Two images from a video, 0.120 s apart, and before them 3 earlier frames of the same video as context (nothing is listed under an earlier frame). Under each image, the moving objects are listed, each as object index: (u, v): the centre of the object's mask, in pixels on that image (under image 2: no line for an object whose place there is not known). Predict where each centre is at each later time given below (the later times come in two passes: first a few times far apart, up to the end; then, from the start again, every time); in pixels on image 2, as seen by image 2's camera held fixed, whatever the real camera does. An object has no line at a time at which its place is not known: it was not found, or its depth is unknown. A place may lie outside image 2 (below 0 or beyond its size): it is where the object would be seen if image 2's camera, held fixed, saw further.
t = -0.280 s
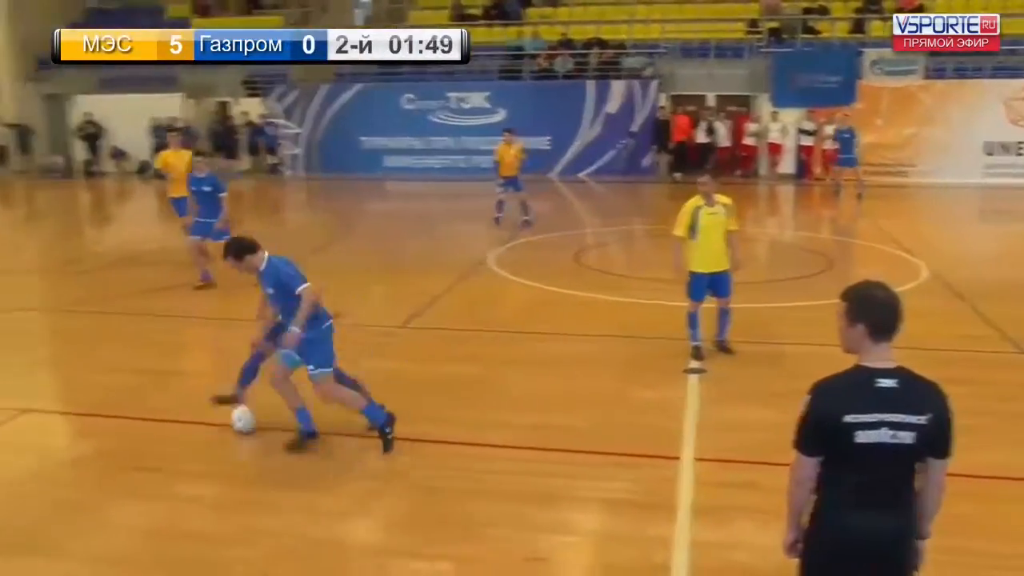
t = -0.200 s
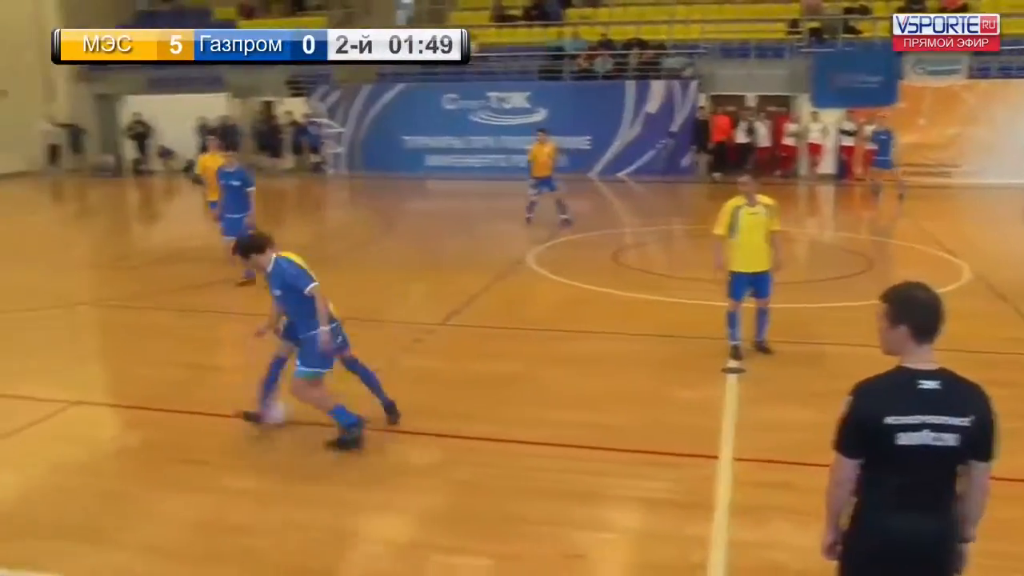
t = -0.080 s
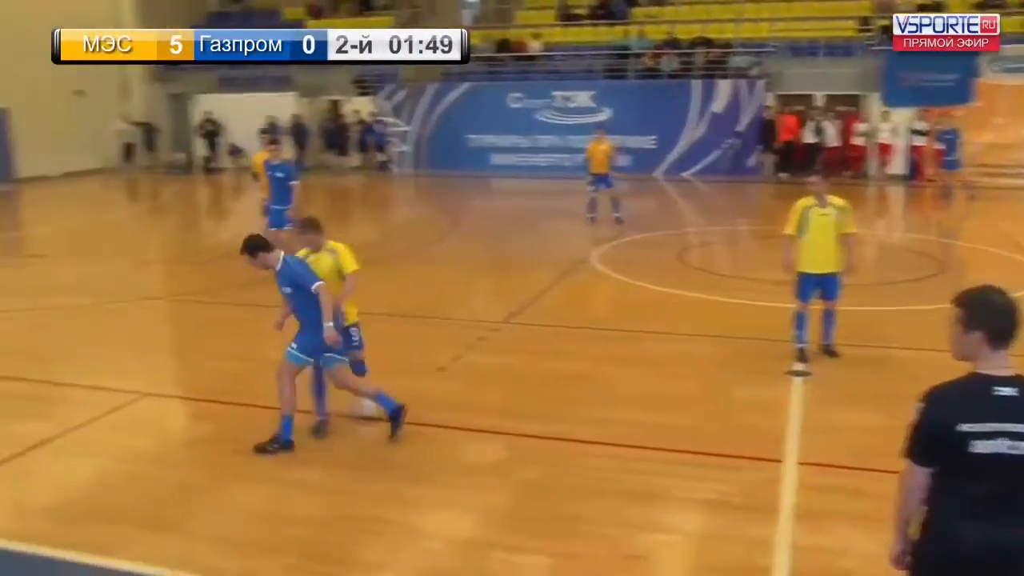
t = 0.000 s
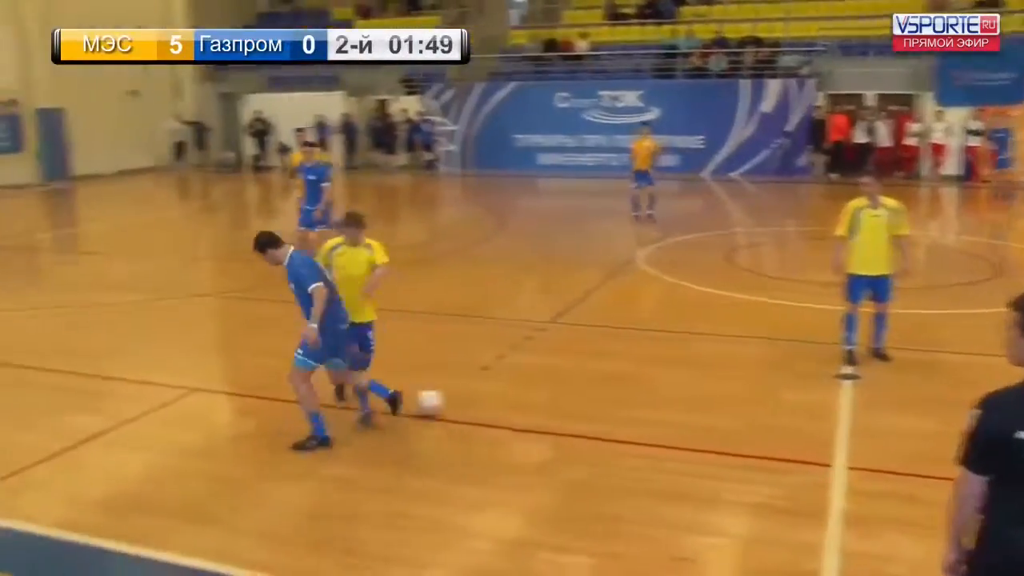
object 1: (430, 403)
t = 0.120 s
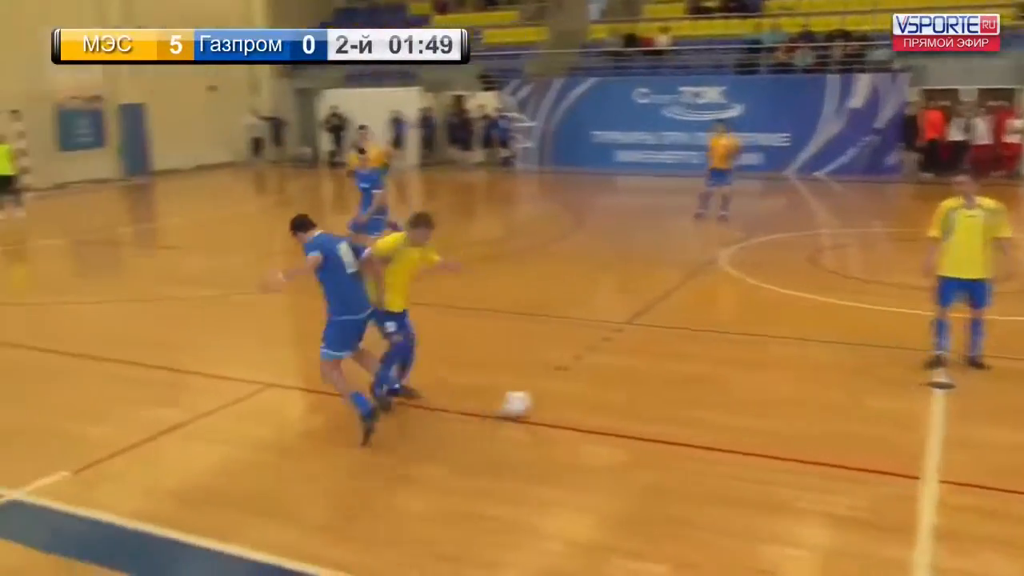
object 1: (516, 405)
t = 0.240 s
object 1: (530, 404)
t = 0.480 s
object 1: (550, 406)
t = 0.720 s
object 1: (572, 408)
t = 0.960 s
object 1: (592, 408)
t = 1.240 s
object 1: (616, 410)
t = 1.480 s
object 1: (638, 412)
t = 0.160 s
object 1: (521, 405)
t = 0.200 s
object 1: (526, 405)
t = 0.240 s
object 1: (530, 404)
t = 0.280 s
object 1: (534, 405)
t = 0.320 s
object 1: (538, 405)
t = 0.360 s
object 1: (541, 405)
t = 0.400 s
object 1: (544, 405)
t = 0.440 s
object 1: (547, 406)
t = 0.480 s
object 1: (550, 406)
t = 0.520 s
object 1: (552, 406)
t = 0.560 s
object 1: (556, 406)
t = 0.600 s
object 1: (561, 406)
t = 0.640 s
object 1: (564, 406)
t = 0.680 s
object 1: (568, 407)
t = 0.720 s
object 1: (572, 408)
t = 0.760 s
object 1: (575, 408)
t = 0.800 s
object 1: (577, 408)
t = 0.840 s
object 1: (581, 407)
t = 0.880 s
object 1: (584, 408)
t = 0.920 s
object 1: (588, 408)
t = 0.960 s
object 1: (592, 408)
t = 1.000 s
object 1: (596, 409)
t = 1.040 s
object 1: (599, 410)
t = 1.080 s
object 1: (603, 410)
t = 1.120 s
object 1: (606, 410)
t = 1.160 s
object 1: (610, 410)
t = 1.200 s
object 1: (612, 410)
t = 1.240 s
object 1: (616, 410)
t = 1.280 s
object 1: (620, 410)
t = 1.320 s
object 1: (625, 411)
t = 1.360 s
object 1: (628, 411)
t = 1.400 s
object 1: (631, 411)
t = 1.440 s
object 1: (634, 412)
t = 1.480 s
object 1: (638, 412)
